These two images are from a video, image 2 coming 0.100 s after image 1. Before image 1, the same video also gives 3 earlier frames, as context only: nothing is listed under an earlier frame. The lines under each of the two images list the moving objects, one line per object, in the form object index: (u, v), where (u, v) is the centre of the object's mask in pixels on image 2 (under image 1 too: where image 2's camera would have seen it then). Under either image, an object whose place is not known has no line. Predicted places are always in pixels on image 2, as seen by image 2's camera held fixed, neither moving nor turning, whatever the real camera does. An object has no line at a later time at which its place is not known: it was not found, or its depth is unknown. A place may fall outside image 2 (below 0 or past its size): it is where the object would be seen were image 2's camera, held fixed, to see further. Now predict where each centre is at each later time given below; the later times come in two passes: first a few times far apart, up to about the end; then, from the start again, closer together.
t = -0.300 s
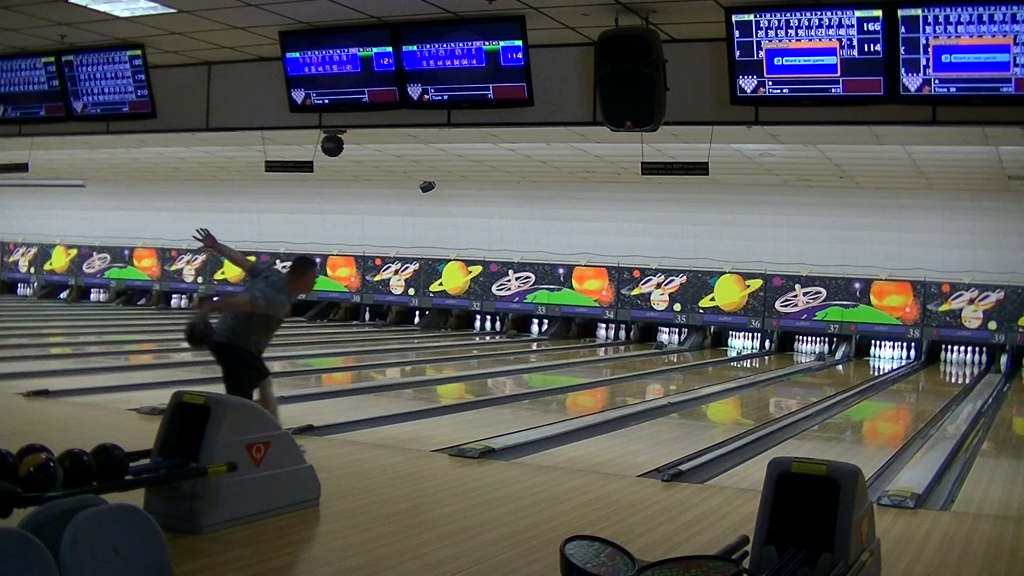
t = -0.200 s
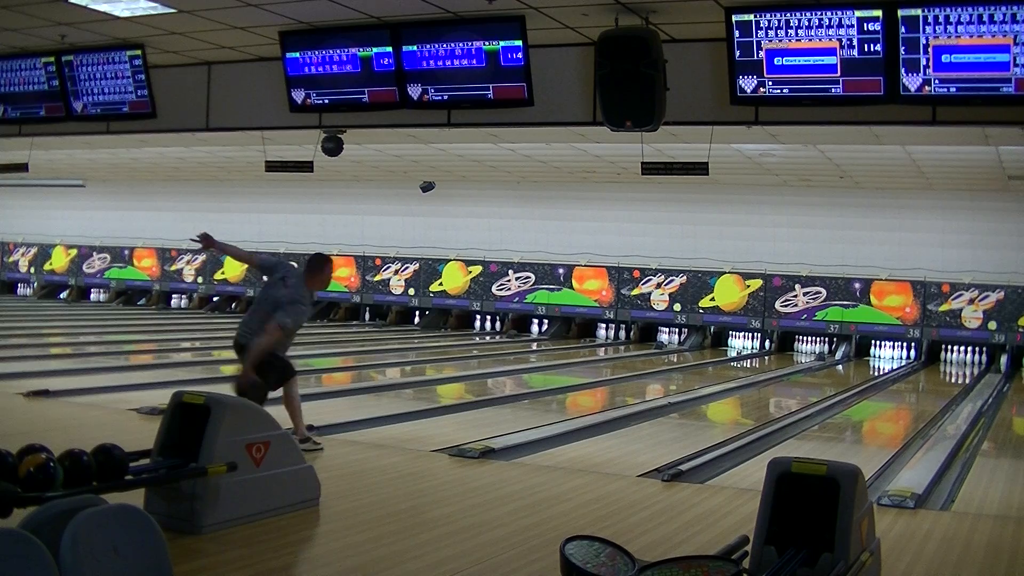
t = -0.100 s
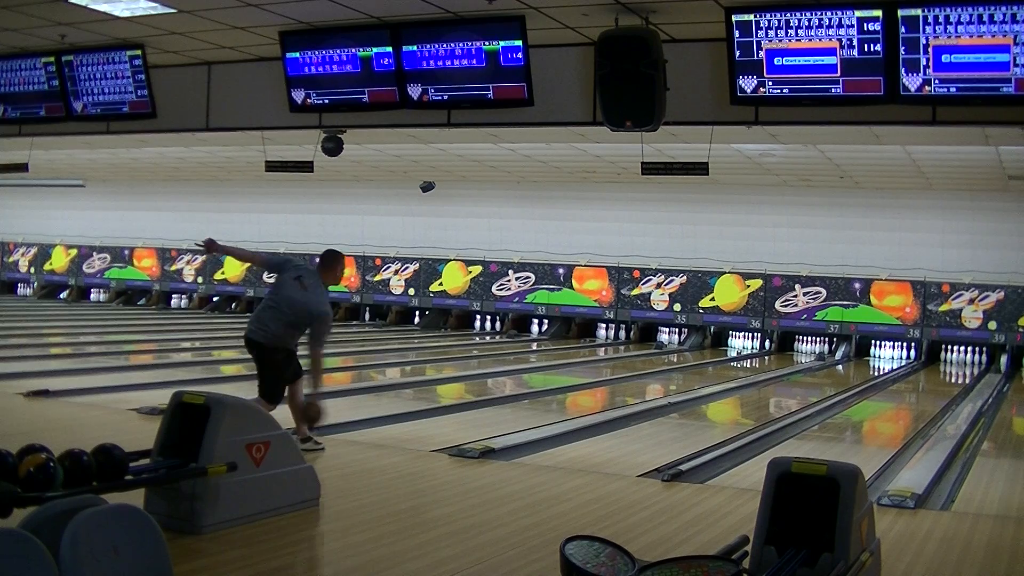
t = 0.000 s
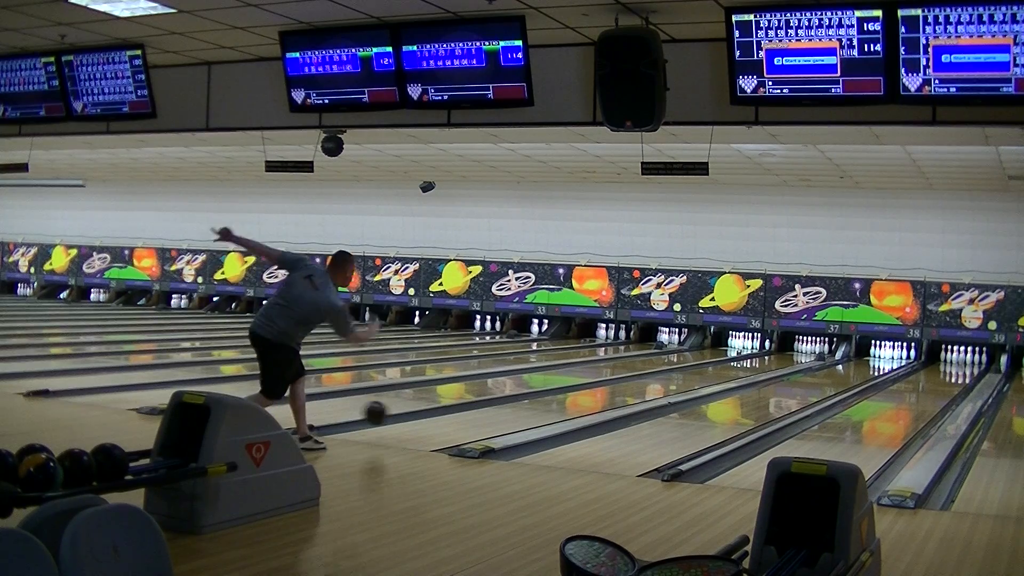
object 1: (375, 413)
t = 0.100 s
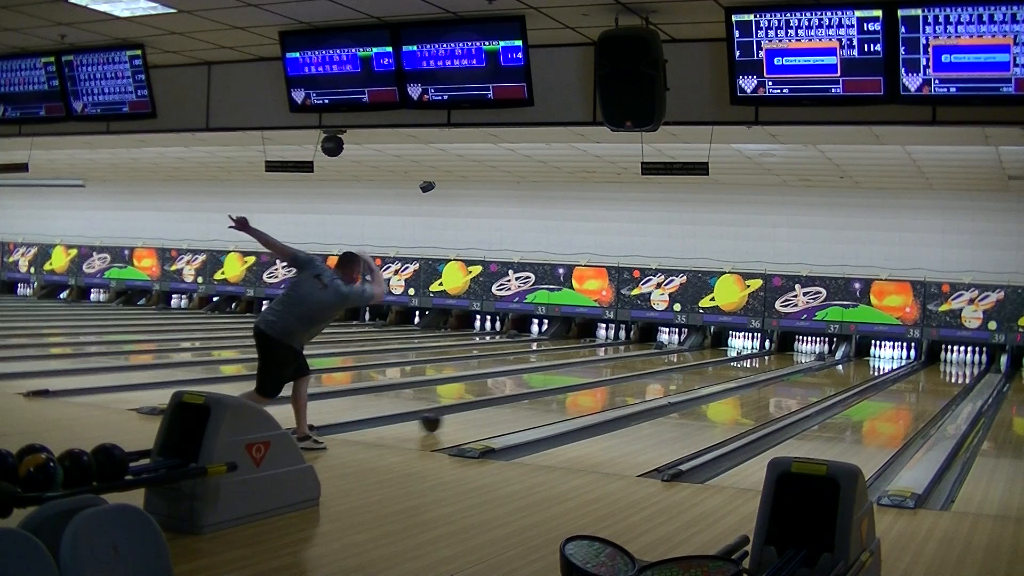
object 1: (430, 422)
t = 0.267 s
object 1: (506, 409)
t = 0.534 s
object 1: (597, 393)
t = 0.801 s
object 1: (664, 381)
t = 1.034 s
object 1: (707, 373)
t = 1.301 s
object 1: (746, 366)
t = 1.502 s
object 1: (768, 361)
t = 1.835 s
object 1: (794, 355)
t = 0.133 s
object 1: (446, 418)
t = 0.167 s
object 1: (463, 416)
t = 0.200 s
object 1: (478, 413)
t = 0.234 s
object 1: (493, 410)
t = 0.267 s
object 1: (506, 409)
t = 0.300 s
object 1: (519, 406)
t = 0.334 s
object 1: (532, 404)
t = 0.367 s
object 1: (543, 402)
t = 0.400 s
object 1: (555, 400)
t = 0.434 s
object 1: (566, 398)
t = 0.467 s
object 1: (577, 396)
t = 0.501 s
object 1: (588, 395)
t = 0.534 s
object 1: (597, 393)
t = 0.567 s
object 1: (607, 392)
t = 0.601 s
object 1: (616, 390)
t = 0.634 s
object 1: (625, 388)
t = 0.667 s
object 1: (633, 386)
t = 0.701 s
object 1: (641, 385)
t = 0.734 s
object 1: (649, 383)
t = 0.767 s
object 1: (656, 383)
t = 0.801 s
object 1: (664, 381)
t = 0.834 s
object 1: (670, 380)
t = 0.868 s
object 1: (677, 378)
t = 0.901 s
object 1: (683, 377)
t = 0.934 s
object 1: (689, 376)
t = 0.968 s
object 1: (696, 375)
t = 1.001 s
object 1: (702, 374)
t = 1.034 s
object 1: (707, 373)
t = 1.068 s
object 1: (712, 372)
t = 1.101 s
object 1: (718, 371)
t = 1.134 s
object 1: (723, 370)
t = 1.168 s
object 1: (728, 369)
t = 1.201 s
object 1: (732, 368)
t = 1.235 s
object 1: (737, 367)
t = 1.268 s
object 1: (742, 366)
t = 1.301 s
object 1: (746, 366)
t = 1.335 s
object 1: (750, 365)
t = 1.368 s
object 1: (754, 364)
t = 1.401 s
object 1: (759, 363)
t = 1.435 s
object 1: (762, 362)
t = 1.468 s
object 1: (765, 361)
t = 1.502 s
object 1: (768, 361)
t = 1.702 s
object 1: (785, 357)
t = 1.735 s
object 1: (787, 356)
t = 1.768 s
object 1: (789, 356)
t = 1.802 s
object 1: (792, 355)
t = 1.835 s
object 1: (794, 355)
